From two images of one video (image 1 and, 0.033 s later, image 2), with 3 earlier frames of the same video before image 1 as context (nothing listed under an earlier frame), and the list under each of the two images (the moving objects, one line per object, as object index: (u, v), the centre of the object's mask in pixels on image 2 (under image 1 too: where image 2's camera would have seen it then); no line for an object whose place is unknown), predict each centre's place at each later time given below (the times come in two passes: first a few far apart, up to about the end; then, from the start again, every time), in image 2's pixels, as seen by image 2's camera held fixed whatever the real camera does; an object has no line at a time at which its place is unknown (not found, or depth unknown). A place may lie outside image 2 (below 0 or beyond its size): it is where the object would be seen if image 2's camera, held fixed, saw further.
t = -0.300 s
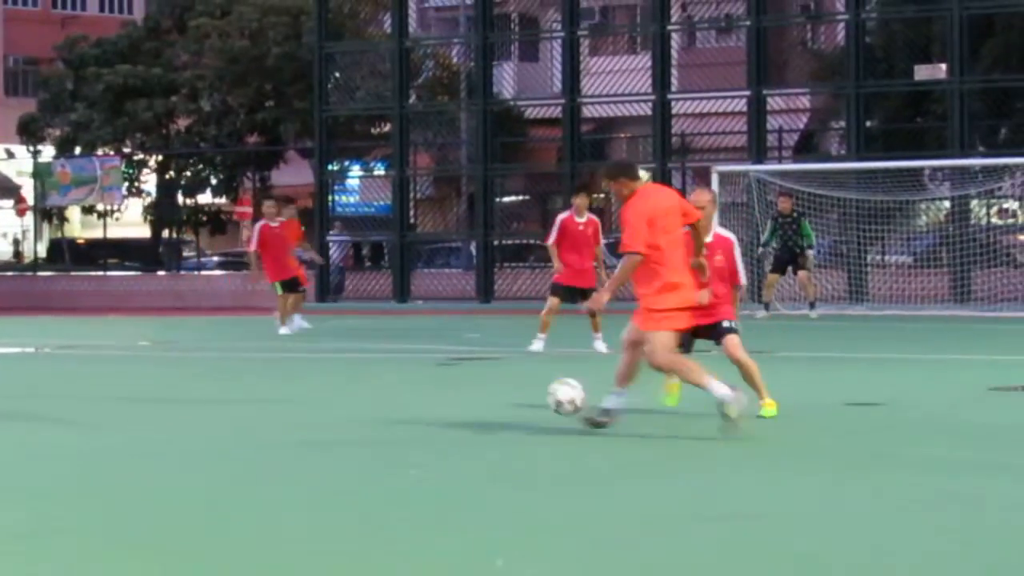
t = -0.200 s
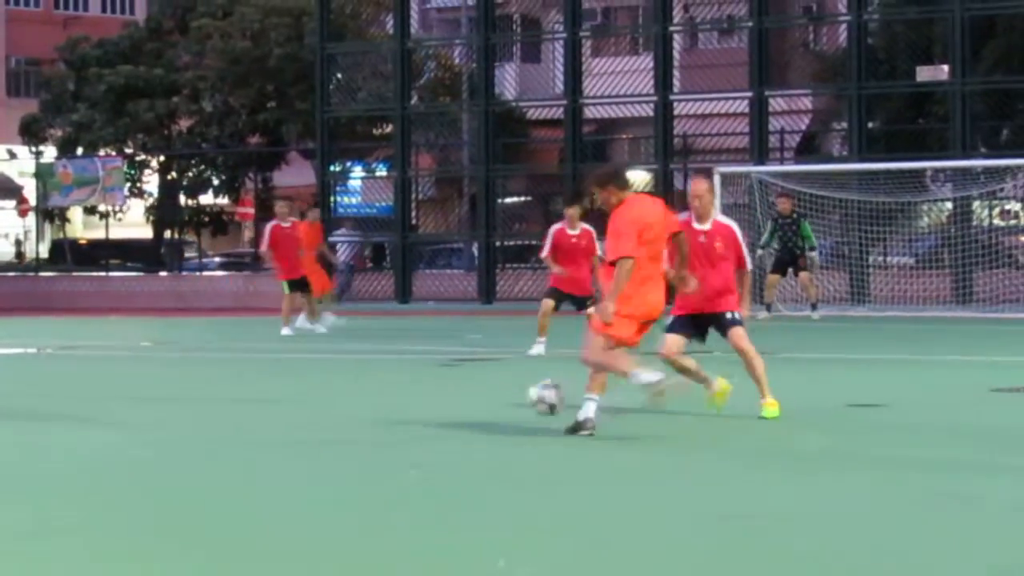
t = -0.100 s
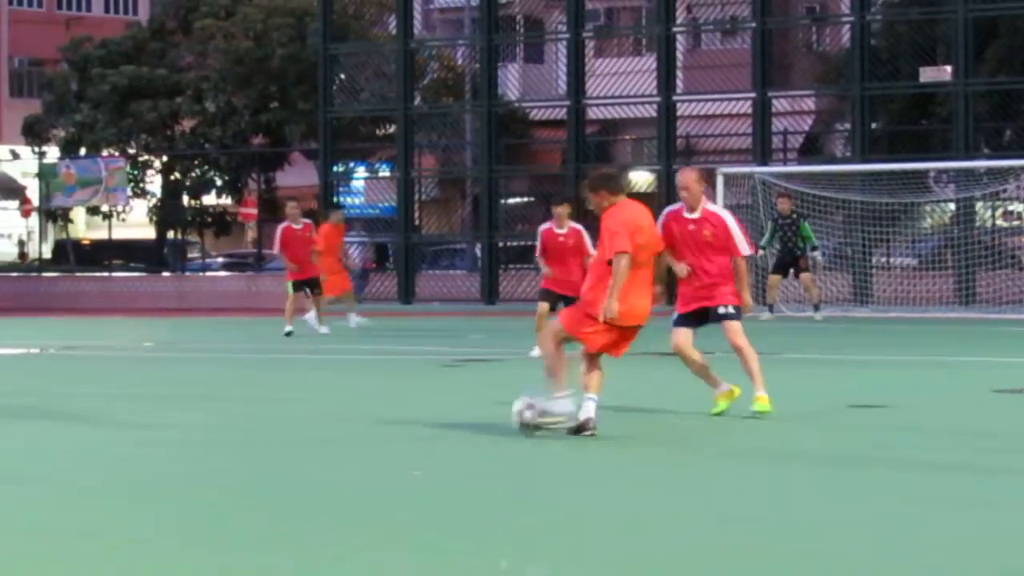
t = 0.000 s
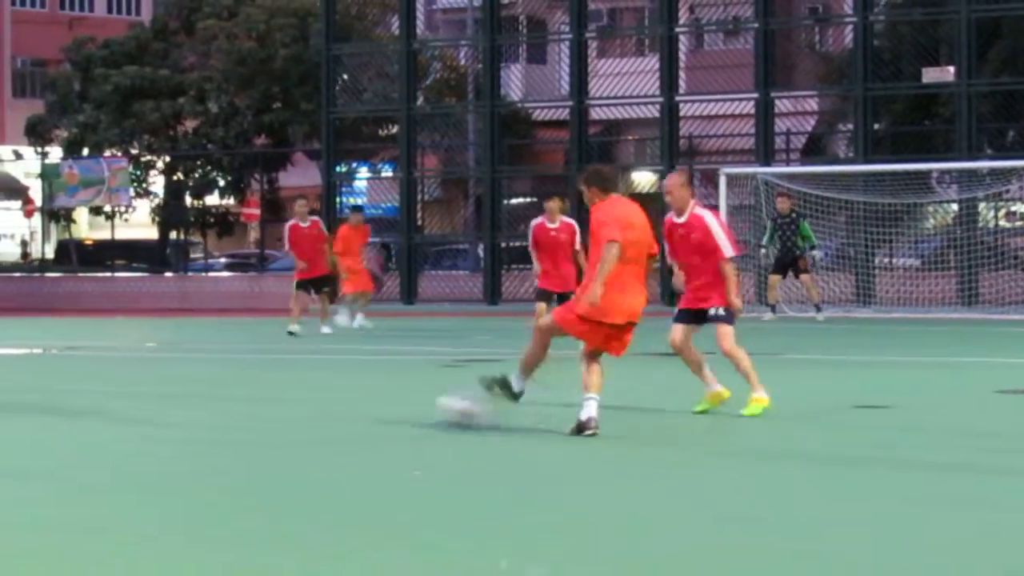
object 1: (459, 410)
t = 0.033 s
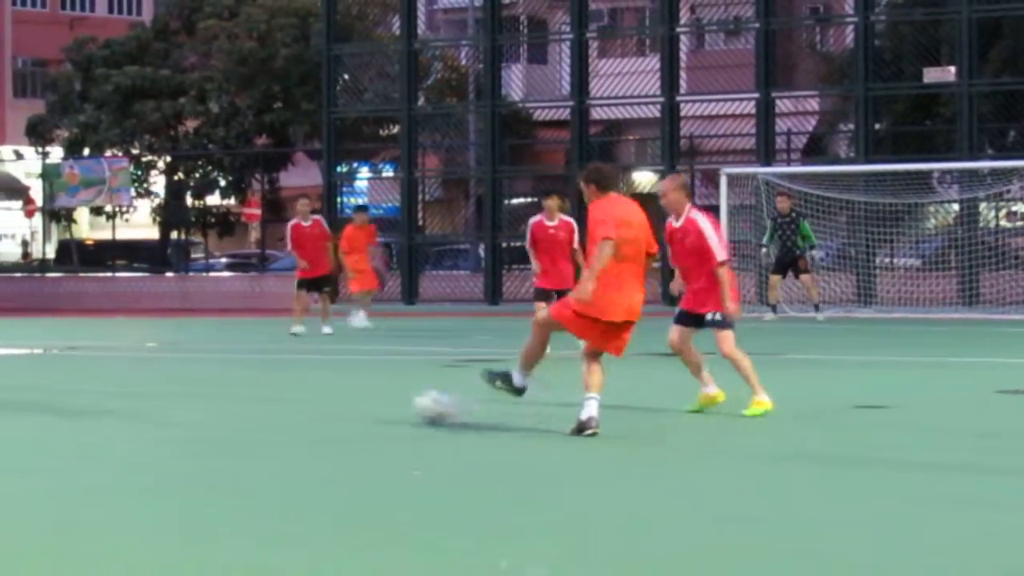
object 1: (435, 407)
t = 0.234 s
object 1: (314, 394)
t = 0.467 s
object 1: (220, 381)
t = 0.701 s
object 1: (142, 375)
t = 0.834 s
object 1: (105, 369)
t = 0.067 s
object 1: (413, 402)
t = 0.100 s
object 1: (391, 399)
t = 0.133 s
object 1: (370, 399)
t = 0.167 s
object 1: (349, 397)
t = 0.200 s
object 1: (333, 395)
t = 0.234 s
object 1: (314, 394)
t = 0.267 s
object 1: (298, 392)
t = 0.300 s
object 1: (284, 390)
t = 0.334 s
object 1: (270, 389)
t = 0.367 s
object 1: (257, 388)
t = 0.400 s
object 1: (243, 386)
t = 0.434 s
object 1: (230, 385)
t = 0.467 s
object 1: (220, 381)
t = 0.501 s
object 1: (208, 378)
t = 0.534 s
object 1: (196, 378)
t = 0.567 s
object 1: (185, 380)
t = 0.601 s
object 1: (174, 378)
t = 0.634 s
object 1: (164, 375)
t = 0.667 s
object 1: (153, 374)
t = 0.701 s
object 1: (142, 375)
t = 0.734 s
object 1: (132, 372)
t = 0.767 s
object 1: (123, 371)
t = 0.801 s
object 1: (113, 368)
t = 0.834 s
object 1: (105, 369)
